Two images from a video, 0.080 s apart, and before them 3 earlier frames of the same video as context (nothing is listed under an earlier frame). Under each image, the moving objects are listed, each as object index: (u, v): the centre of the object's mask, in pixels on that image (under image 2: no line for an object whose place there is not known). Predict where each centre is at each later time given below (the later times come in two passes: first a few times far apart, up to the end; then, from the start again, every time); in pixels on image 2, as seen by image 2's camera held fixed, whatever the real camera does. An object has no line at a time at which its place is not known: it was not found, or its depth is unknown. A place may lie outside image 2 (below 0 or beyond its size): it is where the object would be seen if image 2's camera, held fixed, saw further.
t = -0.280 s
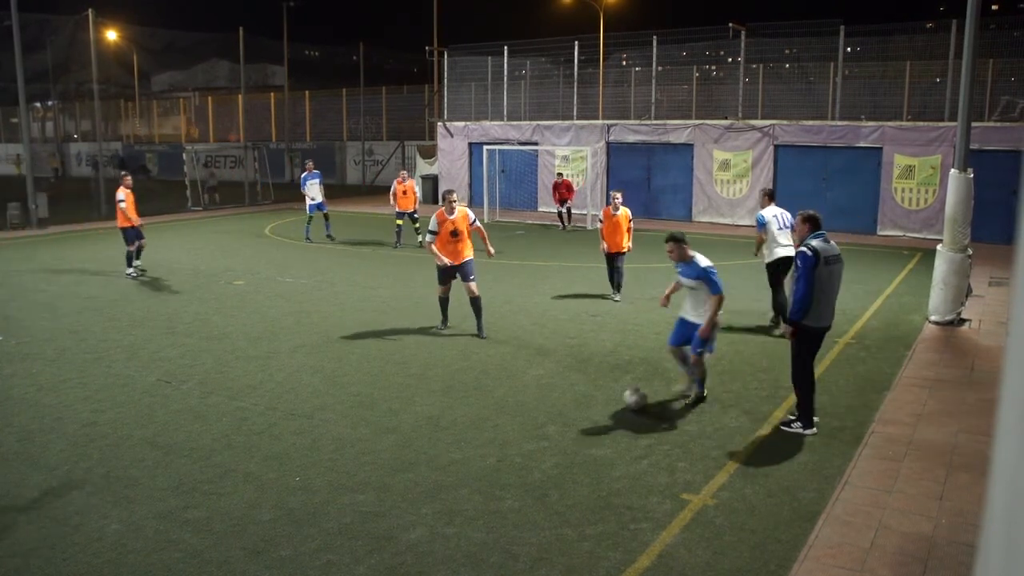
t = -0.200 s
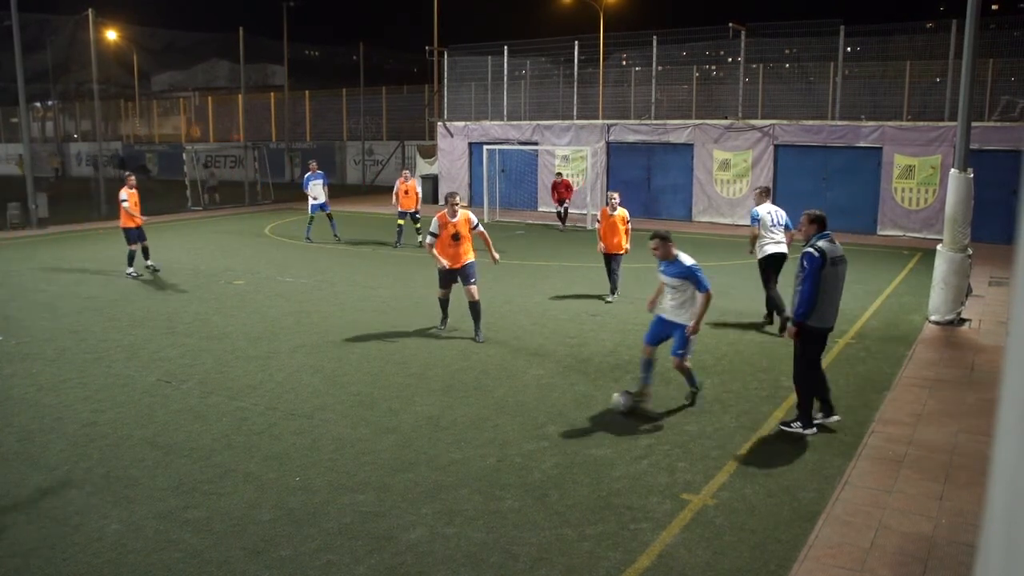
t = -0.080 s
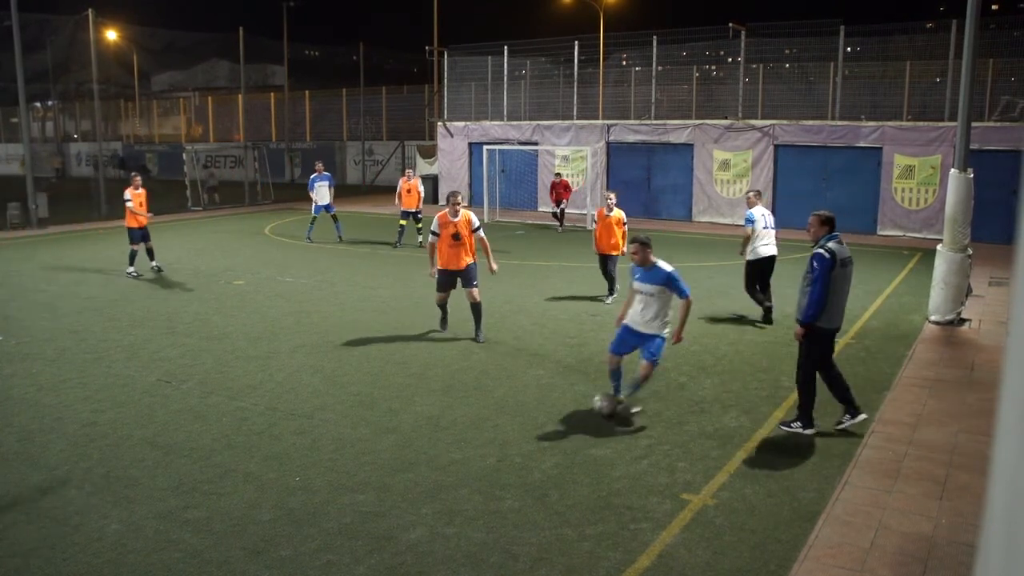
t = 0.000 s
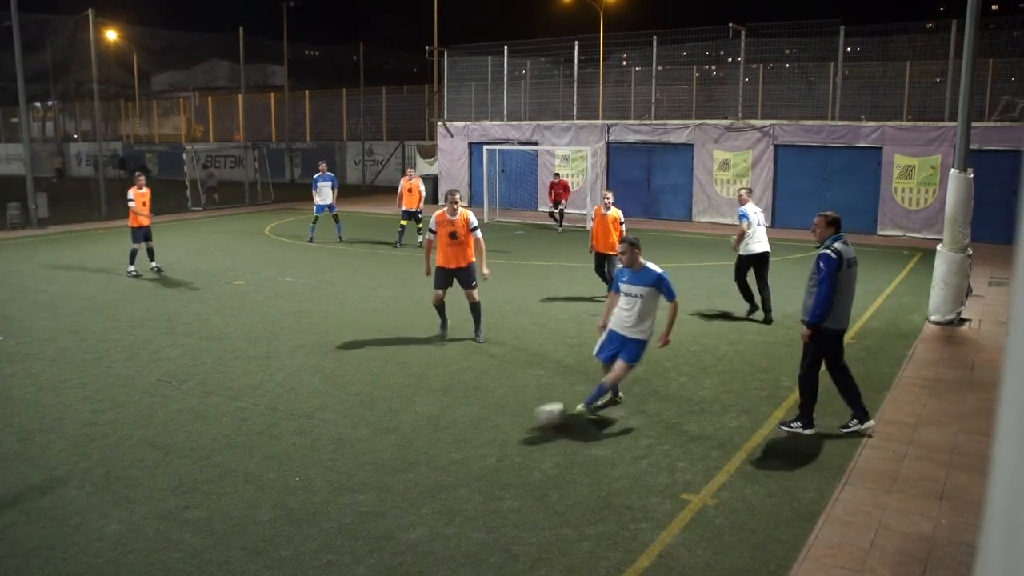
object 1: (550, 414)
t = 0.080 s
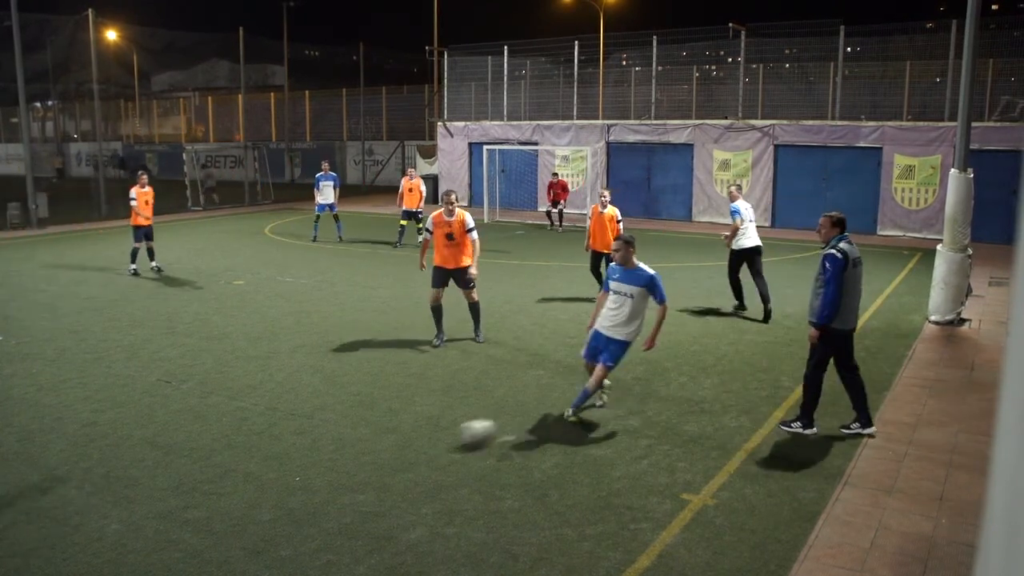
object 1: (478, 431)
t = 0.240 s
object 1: (324, 463)
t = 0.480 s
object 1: (92, 509)
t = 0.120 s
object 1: (440, 441)
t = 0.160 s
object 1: (401, 448)
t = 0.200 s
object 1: (363, 456)
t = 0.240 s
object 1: (324, 463)
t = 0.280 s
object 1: (285, 470)
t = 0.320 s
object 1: (246, 478)
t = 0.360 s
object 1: (208, 485)
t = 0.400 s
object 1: (170, 492)
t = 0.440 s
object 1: (130, 500)
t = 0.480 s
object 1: (92, 509)
